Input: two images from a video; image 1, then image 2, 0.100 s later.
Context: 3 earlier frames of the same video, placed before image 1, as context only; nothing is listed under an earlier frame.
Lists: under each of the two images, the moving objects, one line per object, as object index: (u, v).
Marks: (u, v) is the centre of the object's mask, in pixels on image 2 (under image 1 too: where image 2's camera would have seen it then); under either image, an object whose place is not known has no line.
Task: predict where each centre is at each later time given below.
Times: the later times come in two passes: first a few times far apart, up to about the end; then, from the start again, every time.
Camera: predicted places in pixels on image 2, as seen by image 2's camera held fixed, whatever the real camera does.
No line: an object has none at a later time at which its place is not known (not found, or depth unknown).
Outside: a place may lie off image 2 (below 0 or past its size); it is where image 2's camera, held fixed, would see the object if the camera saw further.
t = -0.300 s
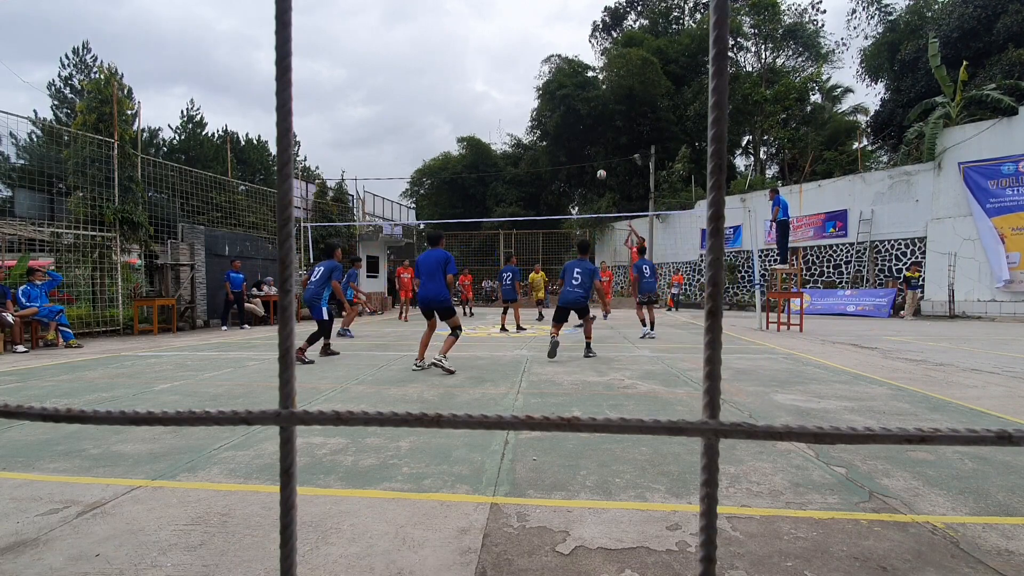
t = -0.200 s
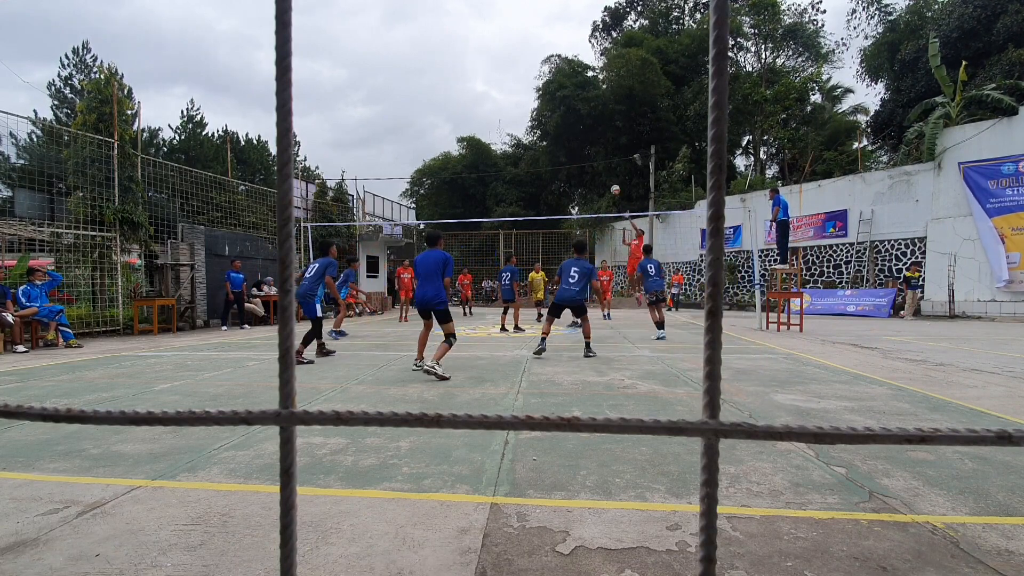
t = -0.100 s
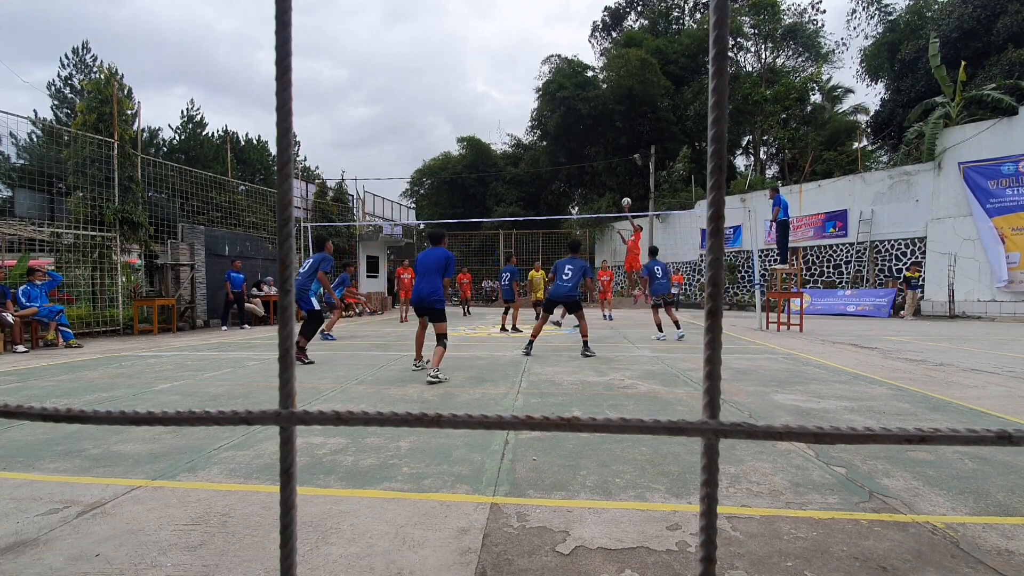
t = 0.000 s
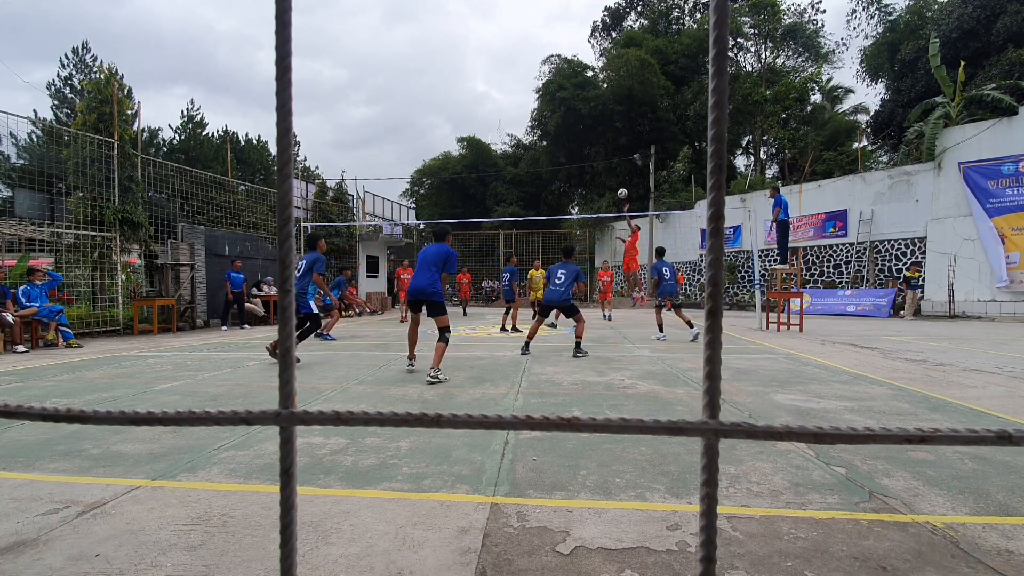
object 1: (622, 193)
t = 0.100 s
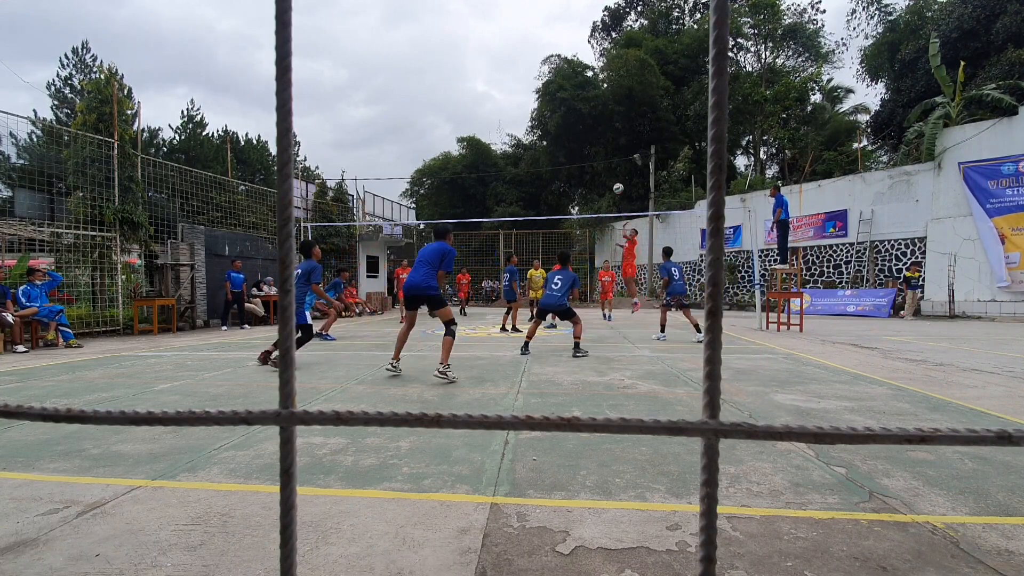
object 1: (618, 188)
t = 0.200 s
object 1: (614, 188)
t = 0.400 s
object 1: (604, 202)
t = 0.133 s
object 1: (617, 188)
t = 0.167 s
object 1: (615, 187)
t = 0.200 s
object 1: (614, 188)
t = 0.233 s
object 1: (612, 189)
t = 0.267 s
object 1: (610, 190)
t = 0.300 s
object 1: (609, 192)
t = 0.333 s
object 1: (607, 195)
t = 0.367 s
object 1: (606, 198)
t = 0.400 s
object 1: (604, 202)
